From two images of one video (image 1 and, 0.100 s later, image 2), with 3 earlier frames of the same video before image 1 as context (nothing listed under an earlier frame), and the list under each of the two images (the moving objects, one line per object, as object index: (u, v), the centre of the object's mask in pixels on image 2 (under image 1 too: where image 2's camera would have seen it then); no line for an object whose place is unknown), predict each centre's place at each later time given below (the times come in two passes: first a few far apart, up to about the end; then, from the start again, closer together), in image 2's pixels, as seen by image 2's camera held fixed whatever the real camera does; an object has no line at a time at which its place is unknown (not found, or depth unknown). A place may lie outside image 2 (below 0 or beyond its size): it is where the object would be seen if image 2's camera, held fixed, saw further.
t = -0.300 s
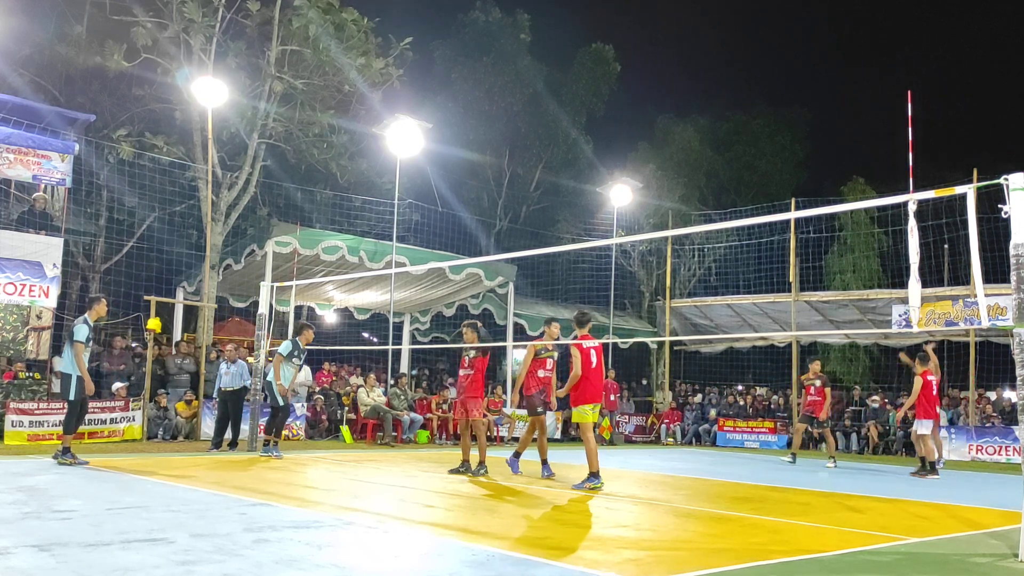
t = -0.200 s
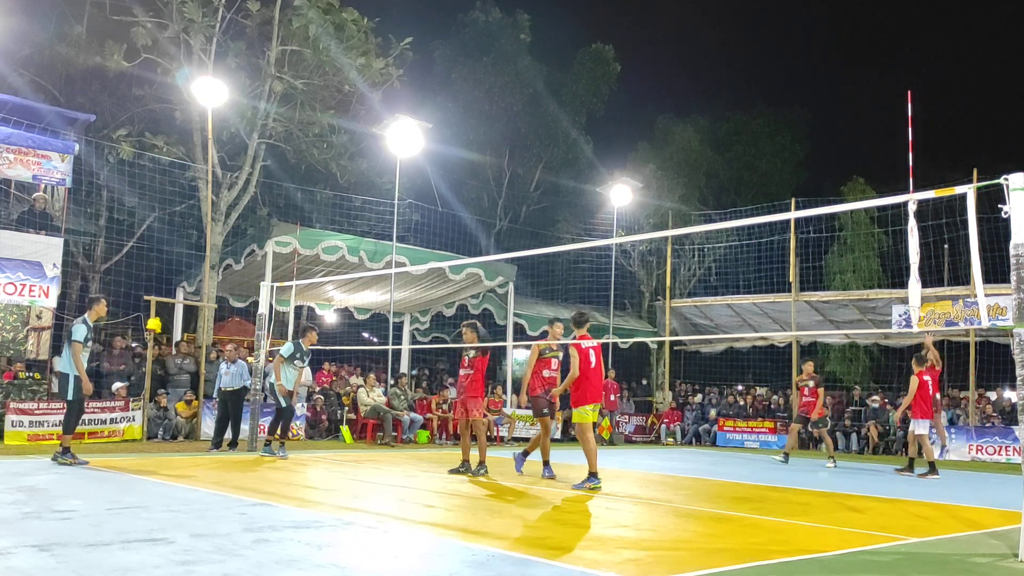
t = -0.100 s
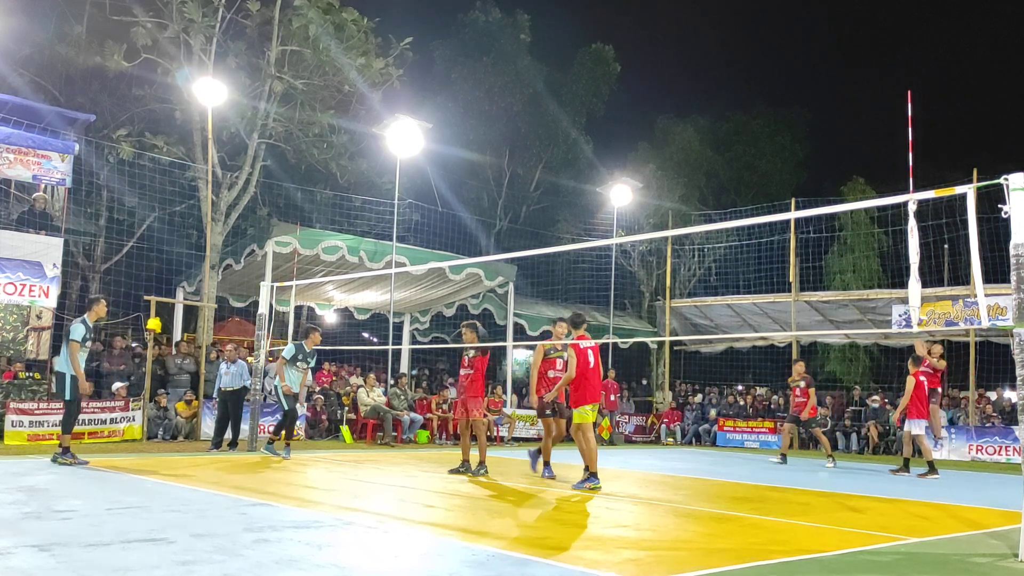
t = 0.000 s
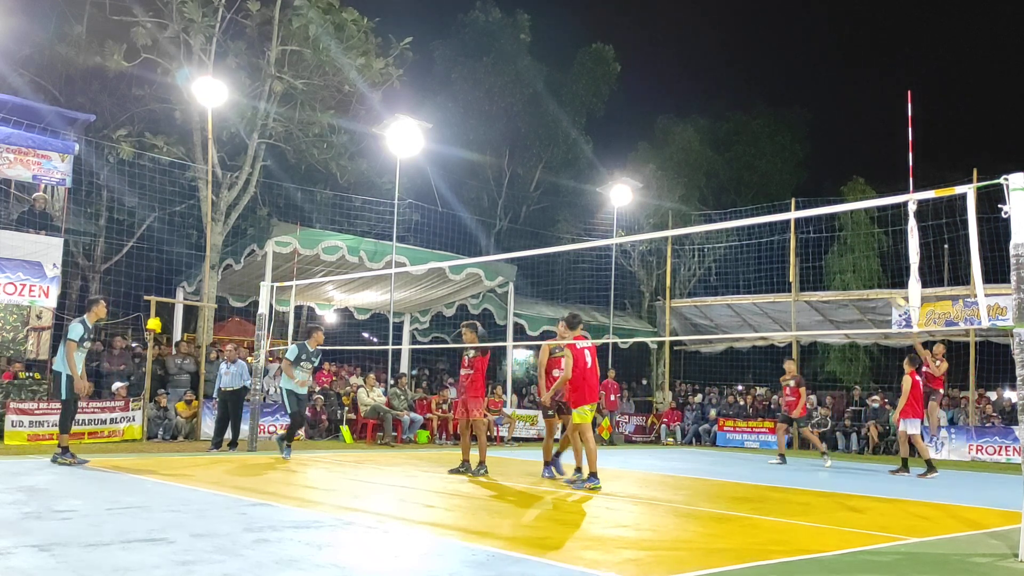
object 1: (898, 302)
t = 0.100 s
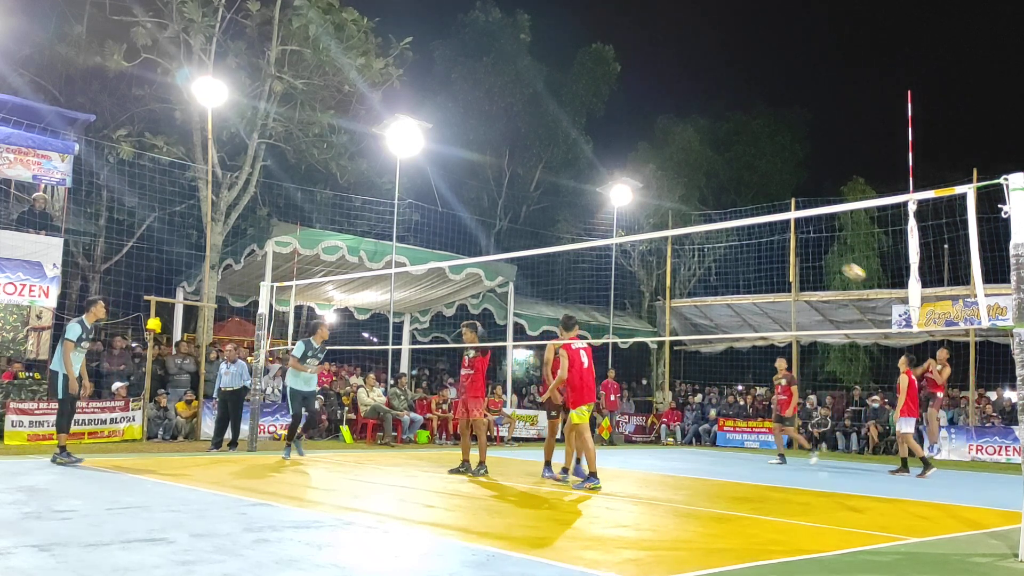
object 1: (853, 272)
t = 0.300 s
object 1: (738, 215)
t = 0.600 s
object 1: (477, 190)
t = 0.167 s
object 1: (820, 252)
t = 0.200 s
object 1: (802, 243)
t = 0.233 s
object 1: (781, 234)
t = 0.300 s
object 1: (738, 215)
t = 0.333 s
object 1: (718, 211)
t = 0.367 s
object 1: (694, 205)
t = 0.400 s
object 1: (669, 200)
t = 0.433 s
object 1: (646, 195)
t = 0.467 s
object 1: (604, 191)
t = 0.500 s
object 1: (580, 190)
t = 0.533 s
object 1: (549, 189)
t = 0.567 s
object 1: (514, 189)
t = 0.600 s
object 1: (477, 190)
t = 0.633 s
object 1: (435, 192)
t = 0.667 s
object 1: (391, 196)
